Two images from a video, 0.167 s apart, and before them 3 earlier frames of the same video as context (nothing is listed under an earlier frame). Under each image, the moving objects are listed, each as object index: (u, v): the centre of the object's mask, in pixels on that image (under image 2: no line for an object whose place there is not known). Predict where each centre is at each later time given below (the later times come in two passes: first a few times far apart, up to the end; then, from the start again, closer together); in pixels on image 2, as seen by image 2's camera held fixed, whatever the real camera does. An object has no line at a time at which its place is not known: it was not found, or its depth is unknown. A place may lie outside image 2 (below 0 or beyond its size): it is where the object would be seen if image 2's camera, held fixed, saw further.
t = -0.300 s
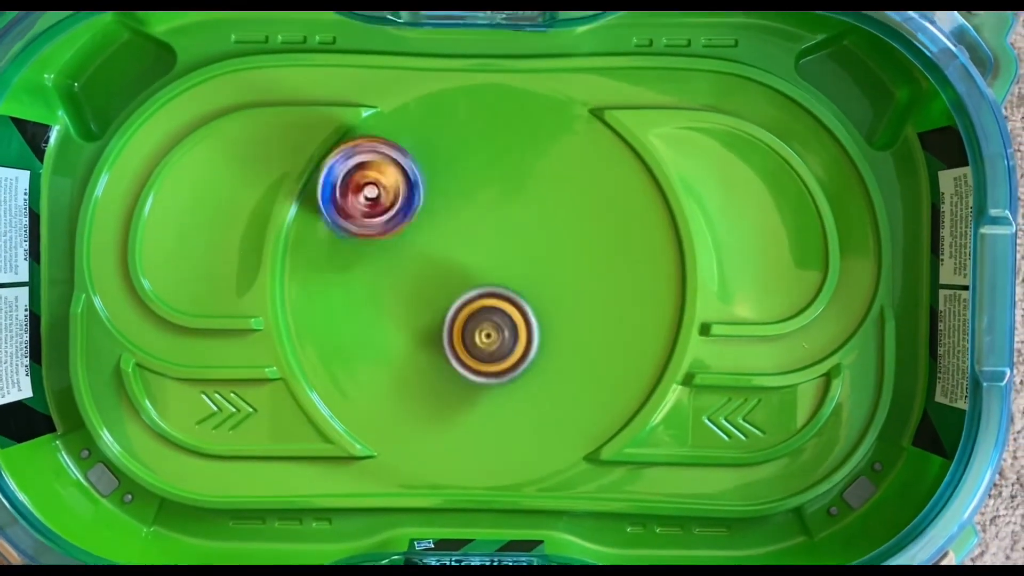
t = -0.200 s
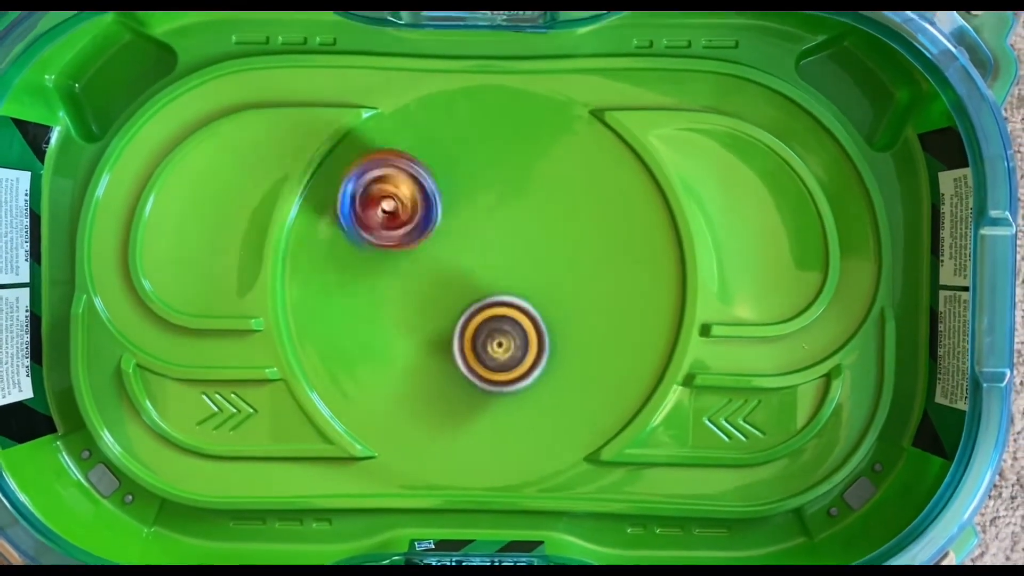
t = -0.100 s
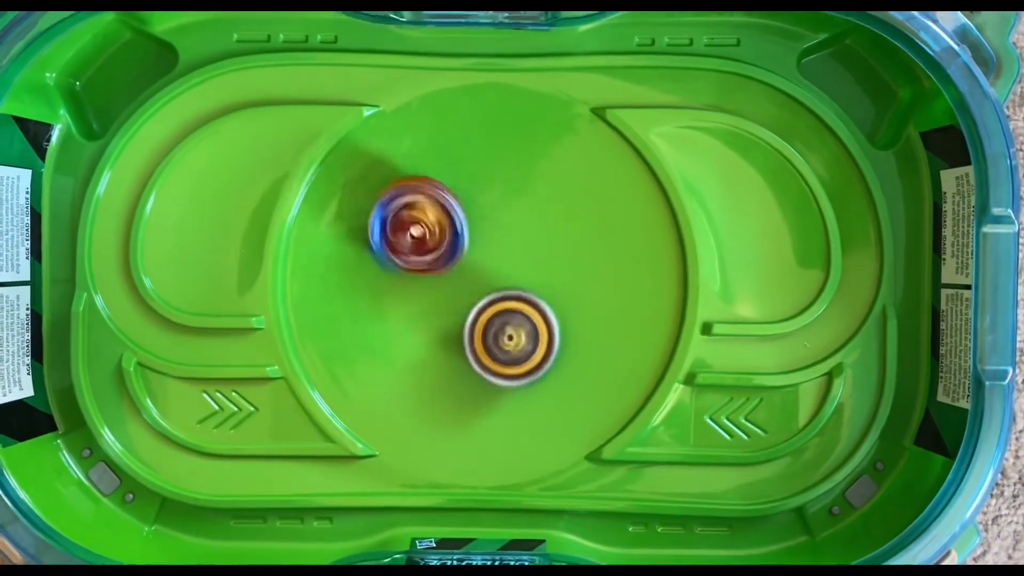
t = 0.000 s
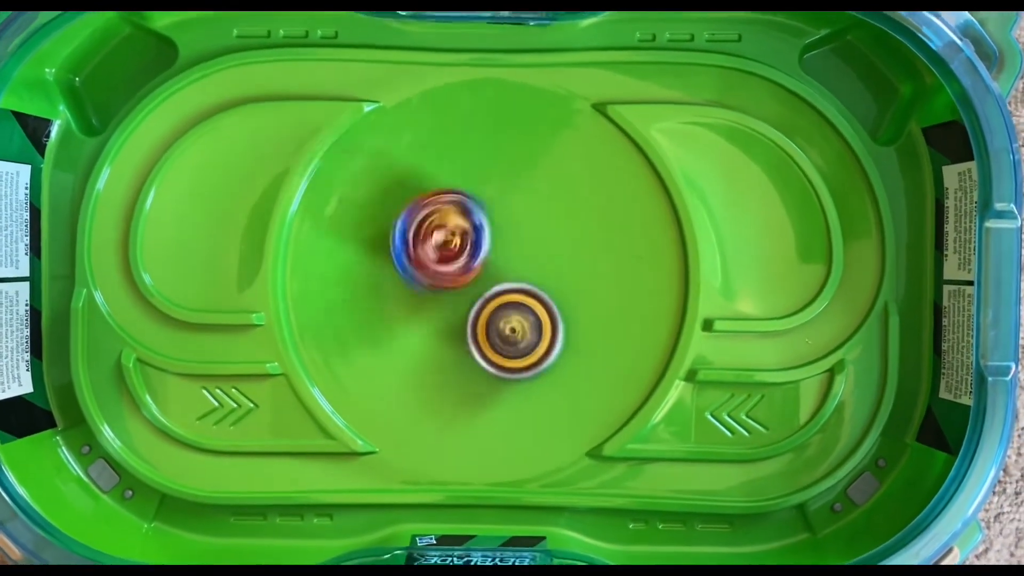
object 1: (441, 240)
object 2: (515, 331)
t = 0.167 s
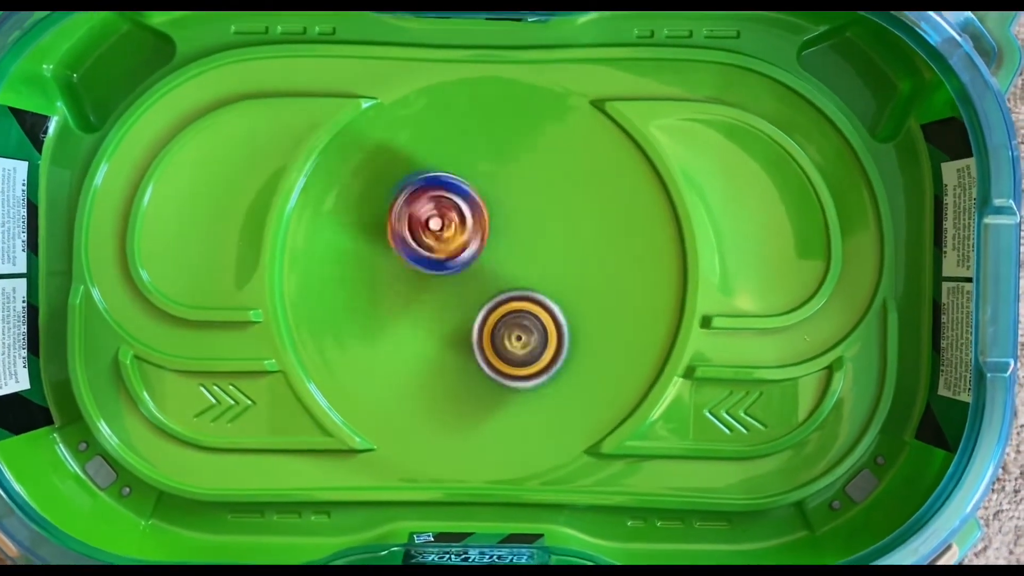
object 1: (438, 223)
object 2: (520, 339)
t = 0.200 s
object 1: (441, 223)
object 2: (520, 338)
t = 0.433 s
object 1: (444, 226)
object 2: (492, 329)
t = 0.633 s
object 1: (455, 178)
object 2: (472, 370)
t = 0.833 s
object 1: (482, 191)
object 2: (482, 381)
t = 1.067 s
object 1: (549, 225)
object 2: (447, 360)
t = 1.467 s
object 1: (510, 230)
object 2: (387, 338)
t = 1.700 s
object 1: (506, 235)
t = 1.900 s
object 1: (504, 252)
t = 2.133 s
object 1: (505, 276)
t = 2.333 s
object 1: (506, 273)
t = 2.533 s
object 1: (505, 291)
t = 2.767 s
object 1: (483, 316)
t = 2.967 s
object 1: (451, 308)
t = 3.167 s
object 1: (432, 330)
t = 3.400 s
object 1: (429, 318)
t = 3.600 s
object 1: (423, 314)
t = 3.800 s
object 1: (411, 340)
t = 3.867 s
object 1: (415, 342)
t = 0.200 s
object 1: (441, 223)
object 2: (520, 338)
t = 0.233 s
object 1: (443, 229)
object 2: (519, 336)
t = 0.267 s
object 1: (441, 231)
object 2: (517, 334)
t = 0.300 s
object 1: (440, 235)
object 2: (514, 331)
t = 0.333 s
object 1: (439, 235)
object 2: (509, 328)
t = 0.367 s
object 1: (442, 239)
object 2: (503, 326)
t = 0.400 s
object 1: (441, 236)
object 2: (497, 327)
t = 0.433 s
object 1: (444, 226)
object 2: (492, 329)
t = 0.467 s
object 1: (451, 230)
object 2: (487, 332)
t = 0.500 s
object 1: (443, 234)
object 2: (482, 334)
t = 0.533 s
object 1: (441, 214)
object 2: (477, 345)
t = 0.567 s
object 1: (442, 197)
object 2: (475, 354)
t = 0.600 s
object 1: (449, 182)
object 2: (473, 363)
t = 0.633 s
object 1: (455, 178)
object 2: (472, 370)
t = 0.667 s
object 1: (455, 173)
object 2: (474, 377)
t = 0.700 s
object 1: (463, 168)
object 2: (476, 381)
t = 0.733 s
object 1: (466, 172)
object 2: (478, 384)
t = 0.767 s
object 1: (469, 175)
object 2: (479, 384)
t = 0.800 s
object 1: (478, 182)
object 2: (481, 383)
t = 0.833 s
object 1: (482, 191)
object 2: (482, 381)
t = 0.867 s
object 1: (487, 198)
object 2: (483, 377)
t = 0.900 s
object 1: (495, 213)
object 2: (483, 370)
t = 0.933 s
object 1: (498, 230)
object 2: (482, 363)
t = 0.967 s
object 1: (501, 244)
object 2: (478, 354)
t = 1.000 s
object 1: (514, 245)
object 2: (468, 355)
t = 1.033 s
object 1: (533, 233)
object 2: (456, 359)
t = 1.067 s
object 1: (549, 225)
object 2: (447, 360)
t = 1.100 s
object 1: (560, 219)
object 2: (439, 361)
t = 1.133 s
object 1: (564, 216)
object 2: (431, 361)
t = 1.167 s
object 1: (565, 215)
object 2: (423, 361)
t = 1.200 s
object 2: (416, 362)
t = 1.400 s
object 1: (521, 230)
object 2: (390, 349)
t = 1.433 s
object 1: (514, 231)
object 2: (389, 344)
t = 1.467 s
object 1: (510, 230)
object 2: (387, 338)
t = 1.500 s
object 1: (508, 228)
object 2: (385, 332)
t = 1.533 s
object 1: (507, 228)
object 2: (385, 326)
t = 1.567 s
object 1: (507, 228)
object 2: (386, 319)
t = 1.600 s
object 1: (507, 229)
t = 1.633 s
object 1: (507, 231)
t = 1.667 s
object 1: (507, 233)
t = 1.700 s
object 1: (506, 235)
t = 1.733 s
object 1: (506, 236)
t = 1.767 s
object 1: (506, 238)
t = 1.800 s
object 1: (505, 240)
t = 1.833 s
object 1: (505, 244)
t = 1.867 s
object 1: (505, 248)
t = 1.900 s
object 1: (504, 252)
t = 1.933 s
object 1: (504, 257)
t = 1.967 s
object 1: (503, 262)
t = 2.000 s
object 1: (502, 267)
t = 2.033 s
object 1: (502, 271)
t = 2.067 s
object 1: (502, 273)
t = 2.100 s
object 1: (504, 274)
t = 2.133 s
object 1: (505, 276)
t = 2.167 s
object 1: (507, 277)
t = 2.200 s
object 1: (507, 277)
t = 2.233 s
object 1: (507, 277)
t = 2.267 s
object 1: (507, 276)
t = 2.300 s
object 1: (506, 274)
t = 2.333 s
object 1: (506, 273)
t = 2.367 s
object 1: (508, 276)
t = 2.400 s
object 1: (509, 278)
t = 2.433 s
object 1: (509, 281)
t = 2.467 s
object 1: (509, 284)
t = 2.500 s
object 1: (508, 288)
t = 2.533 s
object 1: (505, 291)
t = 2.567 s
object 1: (501, 294)
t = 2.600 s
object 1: (497, 298)
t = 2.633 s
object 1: (498, 300)
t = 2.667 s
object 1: (499, 305)
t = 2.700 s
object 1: (496, 311)
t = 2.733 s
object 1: (489, 315)
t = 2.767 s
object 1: (483, 316)
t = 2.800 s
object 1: (478, 315)
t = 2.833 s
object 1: (472, 312)
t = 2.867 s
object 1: (466, 310)
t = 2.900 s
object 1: (461, 308)
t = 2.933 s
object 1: (456, 308)
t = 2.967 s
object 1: (451, 308)
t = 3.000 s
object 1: (446, 308)
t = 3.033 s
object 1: (443, 308)
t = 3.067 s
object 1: (440, 311)
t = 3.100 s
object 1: (436, 317)
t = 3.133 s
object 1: (433, 324)
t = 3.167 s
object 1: (432, 330)
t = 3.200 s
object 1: (431, 334)
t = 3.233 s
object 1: (431, 335)
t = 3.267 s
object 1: (431, 335)
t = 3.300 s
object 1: (430, 332)
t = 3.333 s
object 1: (430, 326)
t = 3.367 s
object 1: (429, 322)
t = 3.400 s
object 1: (429, 318)
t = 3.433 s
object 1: (429, 316)
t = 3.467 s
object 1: (429, 314)
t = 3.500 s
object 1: (430, 312)
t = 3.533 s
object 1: (432, 309)
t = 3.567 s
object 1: (429, 310)
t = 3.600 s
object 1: (423, 314)
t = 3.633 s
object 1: (420, 318)
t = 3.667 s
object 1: (421, 322)
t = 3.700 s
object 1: (423, 324)
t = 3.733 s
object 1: (421, 328)
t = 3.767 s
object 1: (414, 335)
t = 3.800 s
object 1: (411, 340)
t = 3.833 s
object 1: (412, 343)
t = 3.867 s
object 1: (415, 342)
